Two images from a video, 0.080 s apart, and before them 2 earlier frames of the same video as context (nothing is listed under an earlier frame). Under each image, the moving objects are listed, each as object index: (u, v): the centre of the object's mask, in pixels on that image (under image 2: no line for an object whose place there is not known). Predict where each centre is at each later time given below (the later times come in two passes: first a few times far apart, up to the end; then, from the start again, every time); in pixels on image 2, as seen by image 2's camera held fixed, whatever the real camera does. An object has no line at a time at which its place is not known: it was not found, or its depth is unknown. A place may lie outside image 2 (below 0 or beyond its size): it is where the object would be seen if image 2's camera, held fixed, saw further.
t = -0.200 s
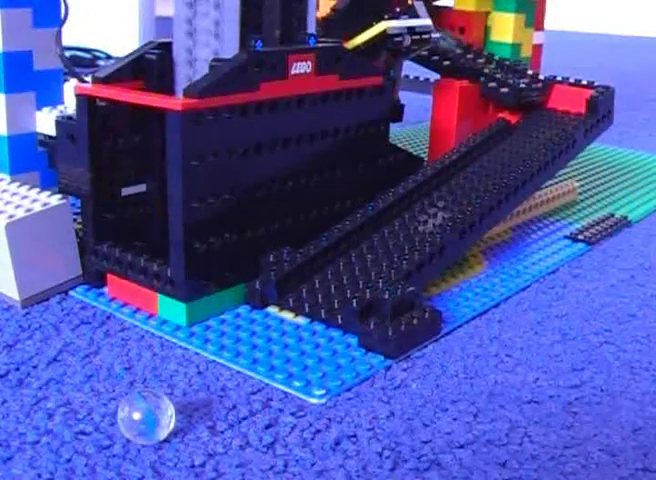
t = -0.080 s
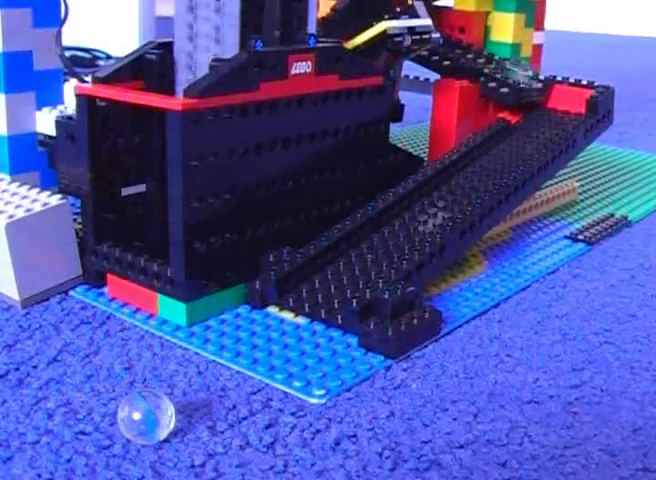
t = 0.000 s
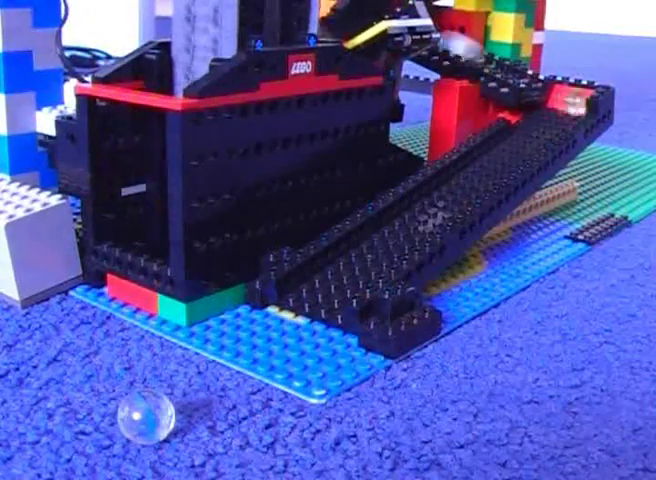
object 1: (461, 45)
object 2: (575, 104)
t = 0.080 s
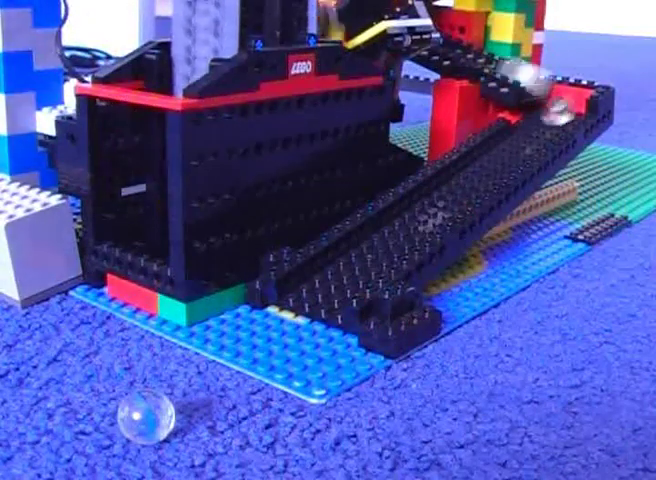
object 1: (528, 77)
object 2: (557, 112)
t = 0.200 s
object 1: (560, 108)
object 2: (526, 128)
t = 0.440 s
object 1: (514, 142)
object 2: (439, 187)
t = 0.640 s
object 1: (434, 189)
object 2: (312, 274)
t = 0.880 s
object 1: (260, 308)
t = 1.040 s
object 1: (65, 396)
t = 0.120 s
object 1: (569, 100)
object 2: (546, 116)
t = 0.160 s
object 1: (572, 101)
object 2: (537, 121)
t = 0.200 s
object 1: (560, 108)
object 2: (526, 128)
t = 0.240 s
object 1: (550, 111)
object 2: (513, 136)
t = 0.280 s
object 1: (543, 114)
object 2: (498, 143)
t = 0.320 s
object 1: (537, 120)
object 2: (488, 154)
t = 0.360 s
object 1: (532, 127)
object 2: (474, 163)
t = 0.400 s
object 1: (524, 133)
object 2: (456, 174)
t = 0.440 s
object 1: (514, 142)
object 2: (439, 187)
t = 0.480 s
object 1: (502, 149)
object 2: (420, 199)
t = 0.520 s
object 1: (485, 157)
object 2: (397, 215)
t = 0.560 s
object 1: (470, 165)
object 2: (374, 233)
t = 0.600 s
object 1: (452, 178)
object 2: (345, 249)
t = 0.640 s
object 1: (434, 189)
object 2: (312, 274)
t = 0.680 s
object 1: (411, 203)
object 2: (280, 289)
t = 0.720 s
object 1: (386, 219)
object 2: (243, 313)
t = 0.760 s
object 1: (360, 237)
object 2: (212, 336)
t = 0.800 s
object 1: (329, 257)
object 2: (172, 363)
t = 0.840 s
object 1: (297, 280)
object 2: (135, 380)
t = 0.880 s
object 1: (260, 308)
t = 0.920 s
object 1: (214, 328)
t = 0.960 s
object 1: (159, 359)
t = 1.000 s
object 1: (113, 373)
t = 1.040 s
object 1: (65, 396)
